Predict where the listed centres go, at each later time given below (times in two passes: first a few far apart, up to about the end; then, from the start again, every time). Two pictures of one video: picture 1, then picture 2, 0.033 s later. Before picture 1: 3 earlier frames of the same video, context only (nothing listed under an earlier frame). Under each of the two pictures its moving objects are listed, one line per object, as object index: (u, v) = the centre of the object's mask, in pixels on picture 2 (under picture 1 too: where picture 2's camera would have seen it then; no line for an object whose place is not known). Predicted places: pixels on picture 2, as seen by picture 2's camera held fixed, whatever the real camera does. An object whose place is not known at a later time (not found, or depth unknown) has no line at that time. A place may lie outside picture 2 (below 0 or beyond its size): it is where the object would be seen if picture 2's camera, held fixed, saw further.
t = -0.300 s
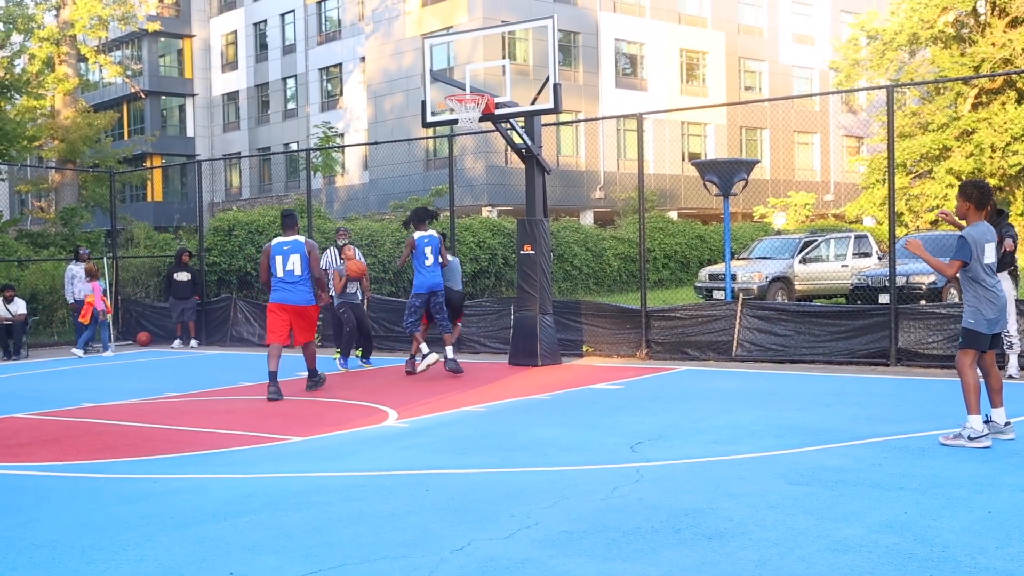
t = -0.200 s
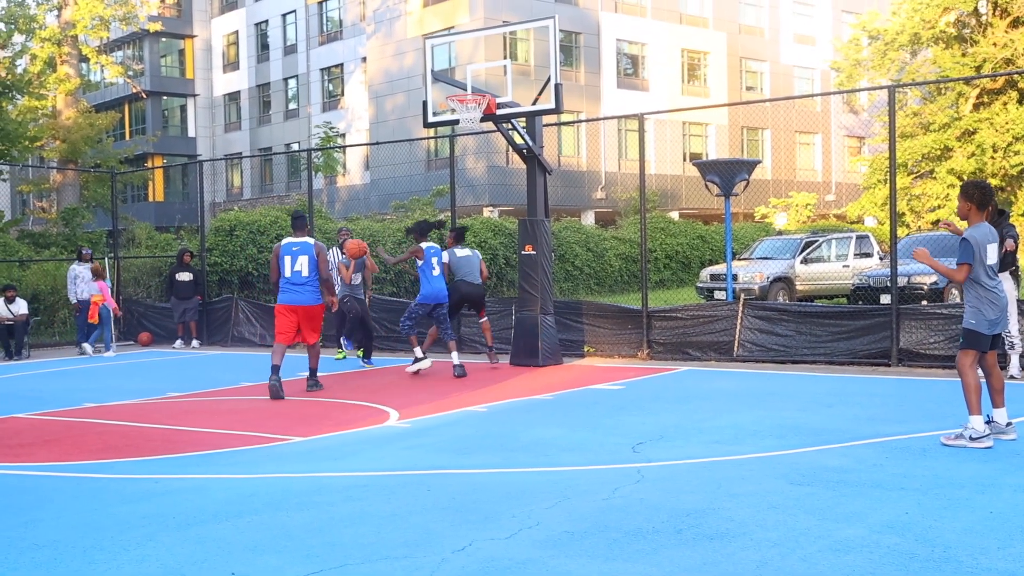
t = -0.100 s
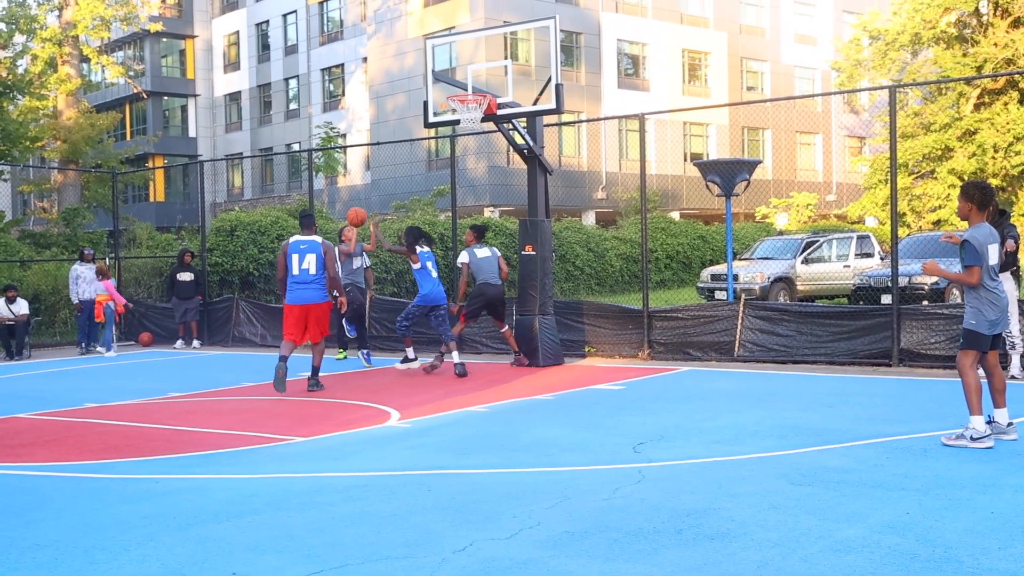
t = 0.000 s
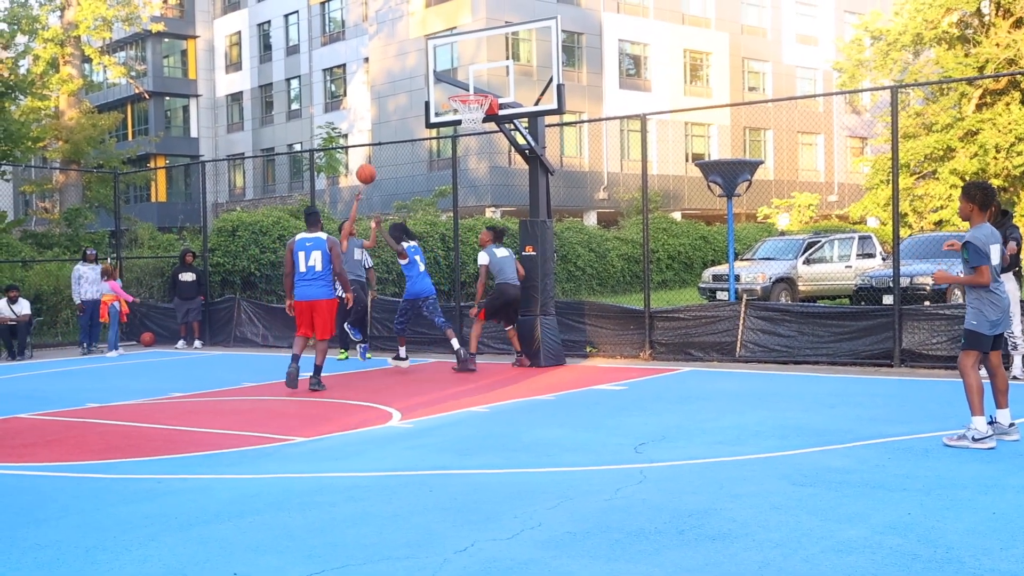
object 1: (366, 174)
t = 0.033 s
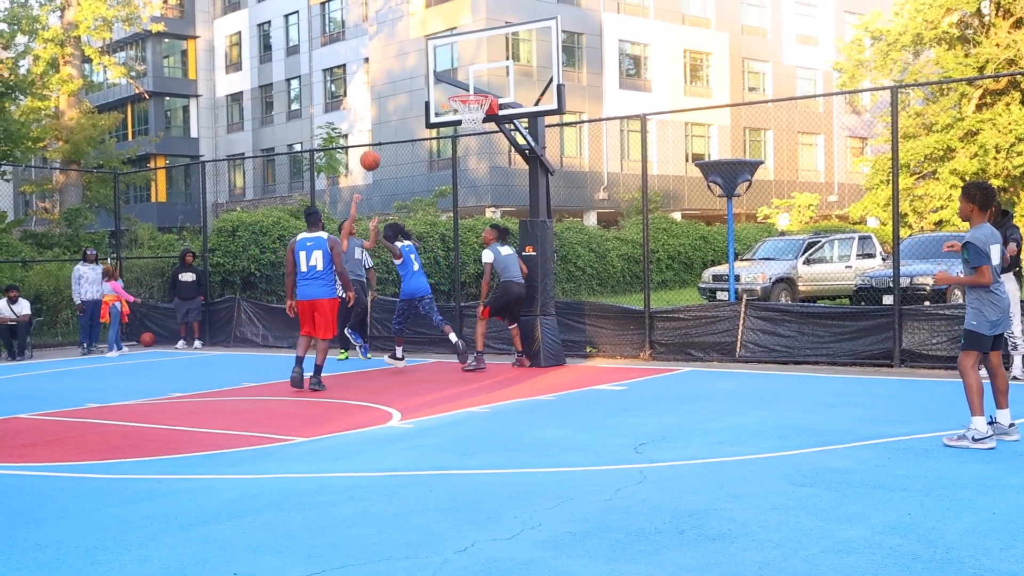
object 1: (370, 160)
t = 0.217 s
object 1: (392, 100)
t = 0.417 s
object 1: (419, 66)
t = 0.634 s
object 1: (449, 67)
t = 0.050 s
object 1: (372, 154)
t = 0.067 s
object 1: (374, 147)
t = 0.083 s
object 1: (376, 141)
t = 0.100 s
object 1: (378, 135)
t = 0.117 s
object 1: (380, 130)
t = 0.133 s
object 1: (382, 124)
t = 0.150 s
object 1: (384, 119)
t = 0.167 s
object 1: (386, 114)
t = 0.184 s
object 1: (388, 109)
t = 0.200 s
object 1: (390, 105)
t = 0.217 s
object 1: (392, 100)
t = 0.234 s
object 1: (394, 96)
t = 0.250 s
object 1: (395, 92)
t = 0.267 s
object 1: (399, 89)
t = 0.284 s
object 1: (401, 85)
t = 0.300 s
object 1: (403, 82)
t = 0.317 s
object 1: (404, 78)
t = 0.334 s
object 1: (407, 76)
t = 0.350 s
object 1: (410, 74)
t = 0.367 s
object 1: (412, 71)
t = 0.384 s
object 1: (414, 69)
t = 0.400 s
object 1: (417, 67)
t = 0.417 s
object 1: (419, 66)
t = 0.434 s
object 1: (421, 64)
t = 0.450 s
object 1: (423, 63)
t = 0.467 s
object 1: (425, 62)
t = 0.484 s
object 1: (428, 62)
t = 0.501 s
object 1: (429, 61)
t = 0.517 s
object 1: (433, 61)
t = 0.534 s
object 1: (435, 61)
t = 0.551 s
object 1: (438, 62)
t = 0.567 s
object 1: (440, 62)
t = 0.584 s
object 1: (442, 63)
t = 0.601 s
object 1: (445, 64)
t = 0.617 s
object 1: (447, 65)
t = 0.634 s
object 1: (449, 67)
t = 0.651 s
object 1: (452, 69)
